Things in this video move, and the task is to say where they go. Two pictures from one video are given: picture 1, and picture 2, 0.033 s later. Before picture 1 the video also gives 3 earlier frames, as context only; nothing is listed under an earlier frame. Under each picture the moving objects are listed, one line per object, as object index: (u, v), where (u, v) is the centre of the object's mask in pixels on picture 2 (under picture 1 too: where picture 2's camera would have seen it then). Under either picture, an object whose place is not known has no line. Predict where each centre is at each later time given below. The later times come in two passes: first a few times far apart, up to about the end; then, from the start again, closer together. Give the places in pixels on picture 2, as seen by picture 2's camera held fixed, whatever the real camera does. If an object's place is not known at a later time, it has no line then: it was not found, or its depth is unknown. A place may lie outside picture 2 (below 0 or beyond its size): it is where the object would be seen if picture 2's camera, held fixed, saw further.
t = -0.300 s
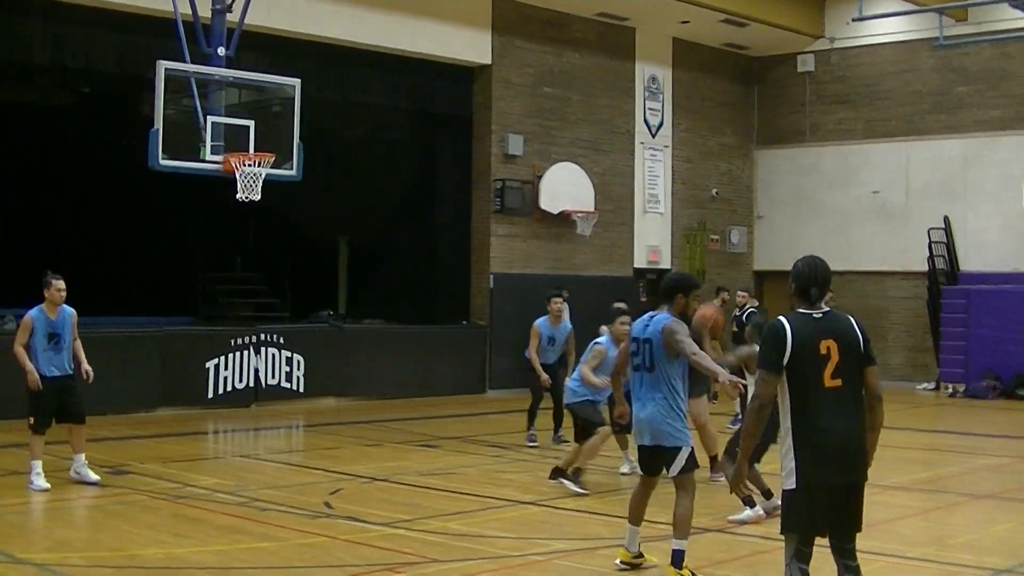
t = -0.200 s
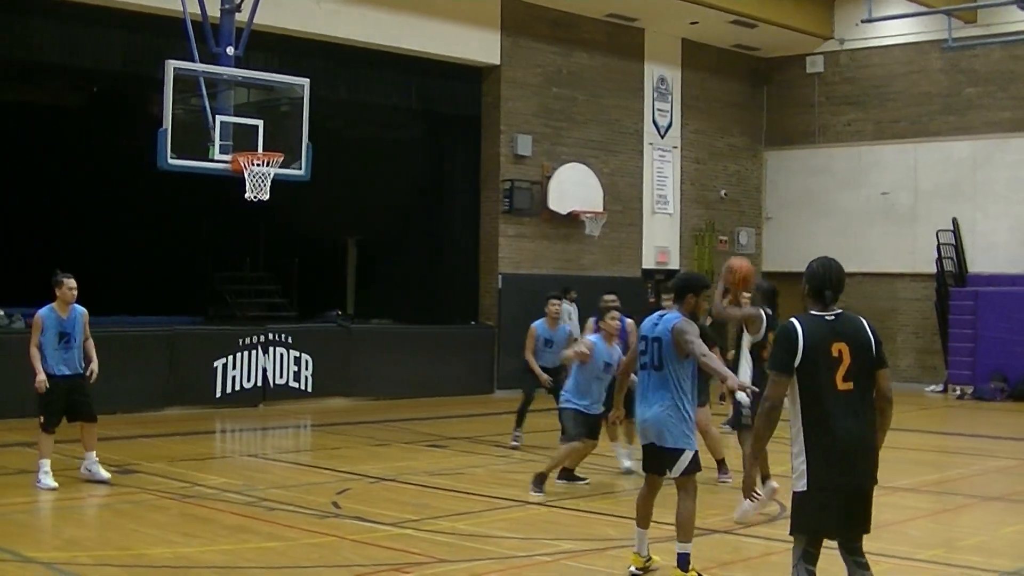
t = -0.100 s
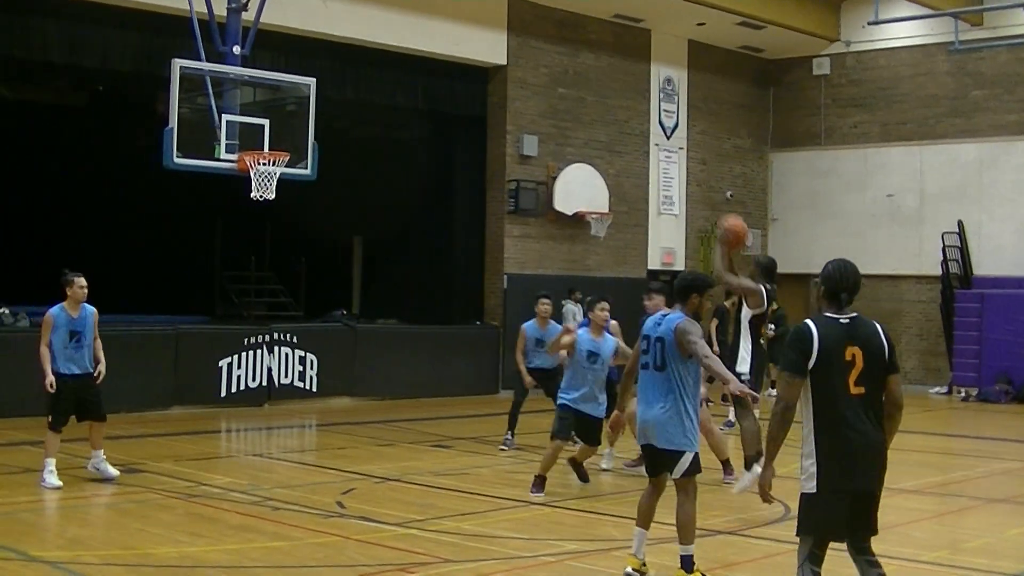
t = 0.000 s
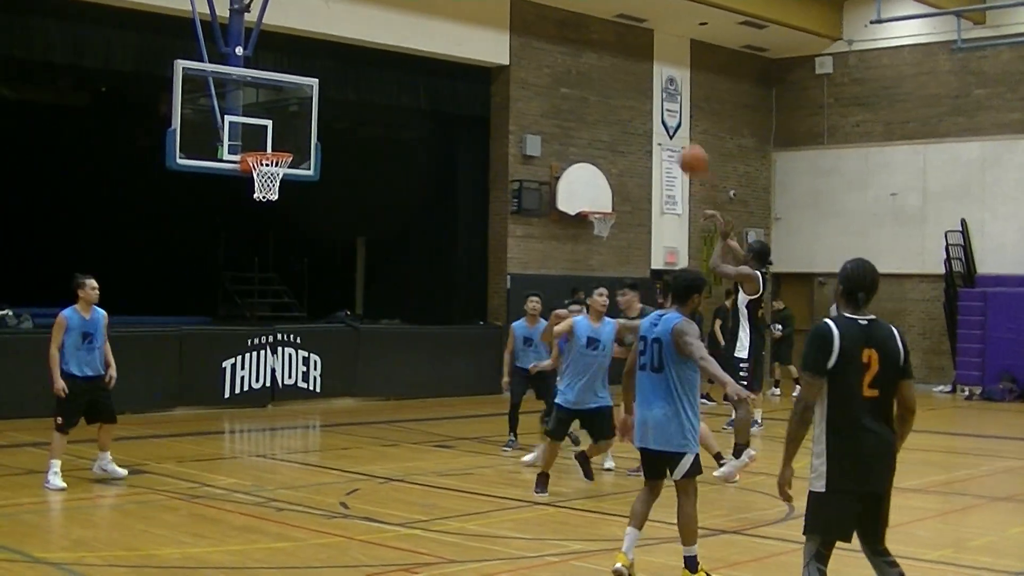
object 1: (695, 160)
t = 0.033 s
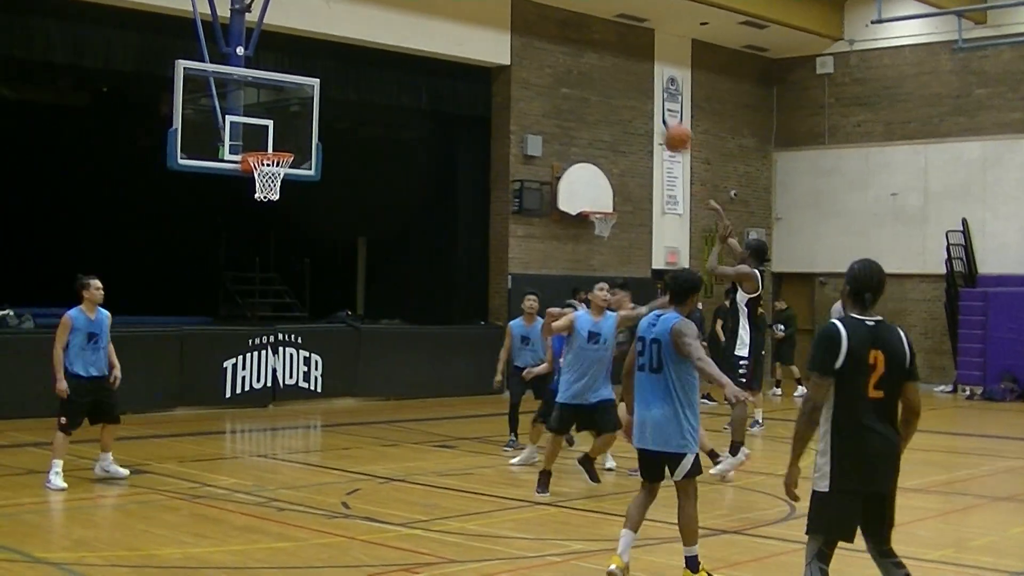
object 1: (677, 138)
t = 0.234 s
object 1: (585, 39)
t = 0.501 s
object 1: (476, 2)
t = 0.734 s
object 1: (393, 14)
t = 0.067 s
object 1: (660, 117)
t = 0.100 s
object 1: (644, 96)
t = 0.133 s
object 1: (630, 80)
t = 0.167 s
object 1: (615, 65)
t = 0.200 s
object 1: (599, 52)
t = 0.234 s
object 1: (585, 39)
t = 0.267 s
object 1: (571, 29)
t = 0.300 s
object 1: (556, 20)
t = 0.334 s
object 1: (540, 12)
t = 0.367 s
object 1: (532, 8)
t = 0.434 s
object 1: (506, 3)
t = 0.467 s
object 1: (490, 3)
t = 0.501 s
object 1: (476, 2)
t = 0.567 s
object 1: (452, 2)
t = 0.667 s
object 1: (421, 6)
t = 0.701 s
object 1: (405, 9)
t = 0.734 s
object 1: (393, 14)
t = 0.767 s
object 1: (388, 21)
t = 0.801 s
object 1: (376, 31)
